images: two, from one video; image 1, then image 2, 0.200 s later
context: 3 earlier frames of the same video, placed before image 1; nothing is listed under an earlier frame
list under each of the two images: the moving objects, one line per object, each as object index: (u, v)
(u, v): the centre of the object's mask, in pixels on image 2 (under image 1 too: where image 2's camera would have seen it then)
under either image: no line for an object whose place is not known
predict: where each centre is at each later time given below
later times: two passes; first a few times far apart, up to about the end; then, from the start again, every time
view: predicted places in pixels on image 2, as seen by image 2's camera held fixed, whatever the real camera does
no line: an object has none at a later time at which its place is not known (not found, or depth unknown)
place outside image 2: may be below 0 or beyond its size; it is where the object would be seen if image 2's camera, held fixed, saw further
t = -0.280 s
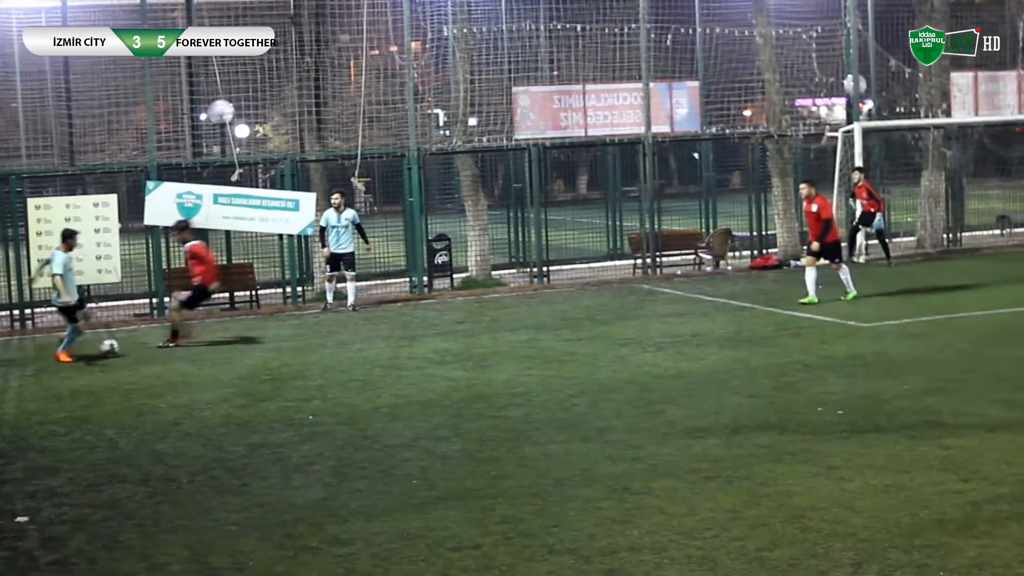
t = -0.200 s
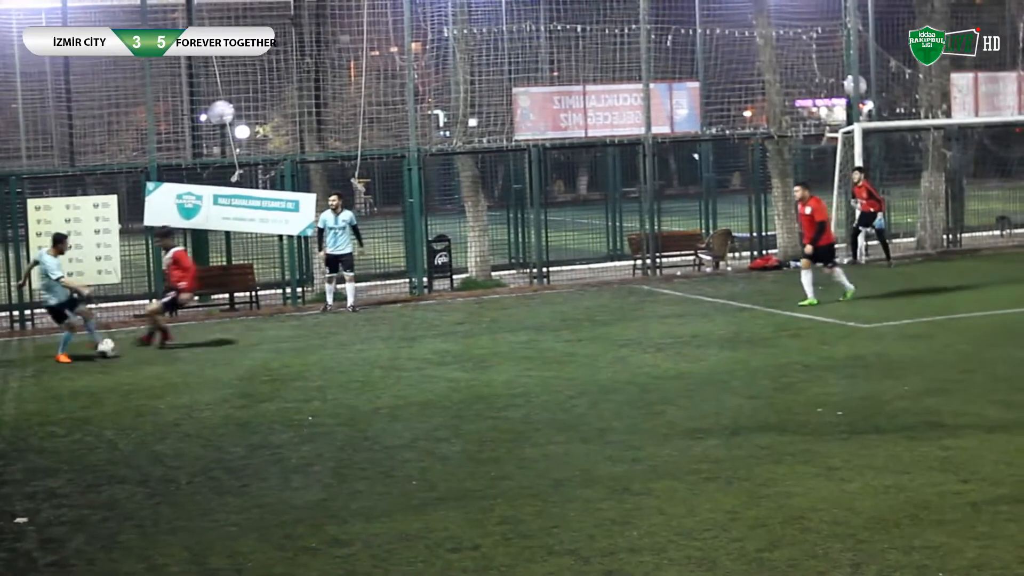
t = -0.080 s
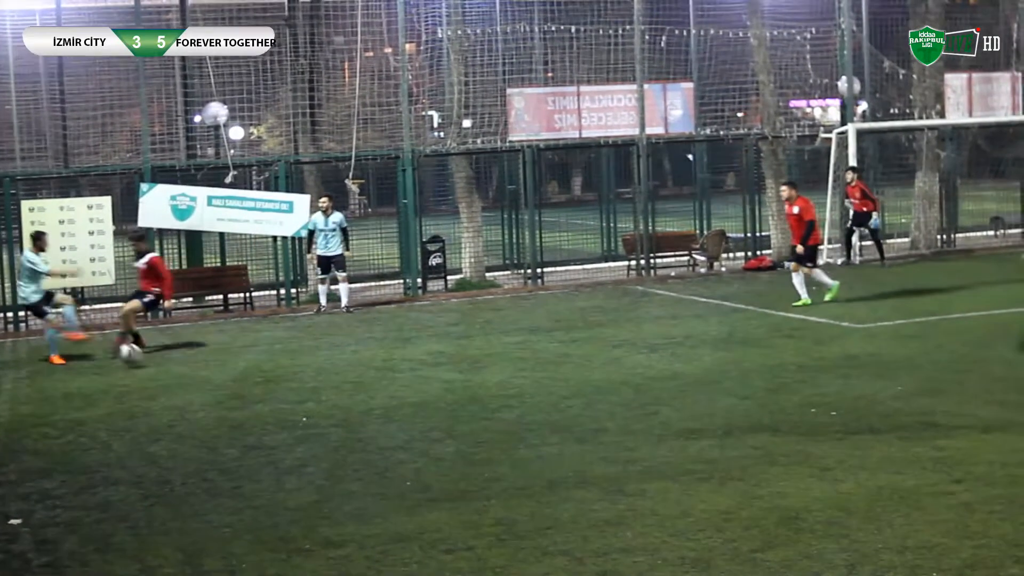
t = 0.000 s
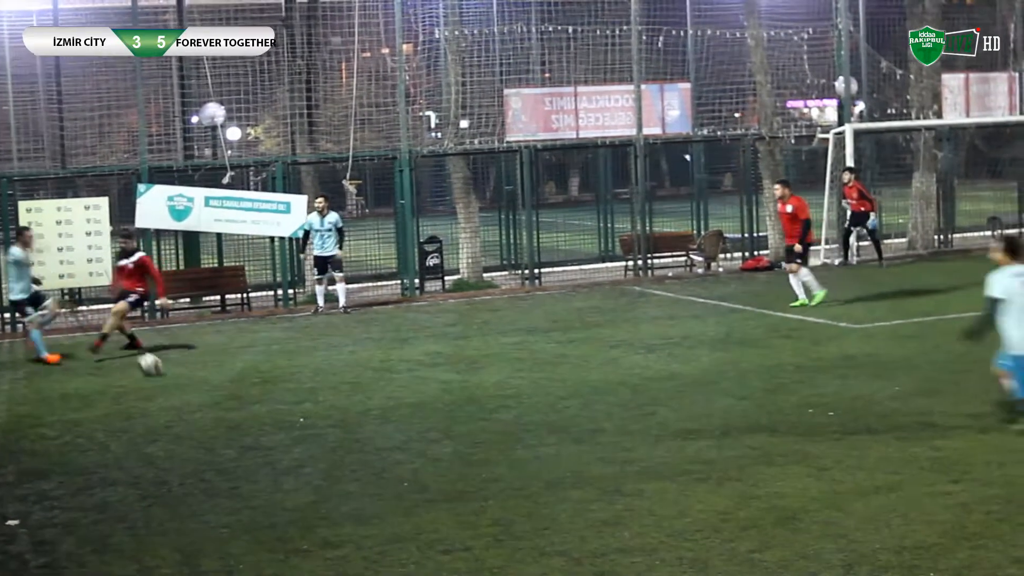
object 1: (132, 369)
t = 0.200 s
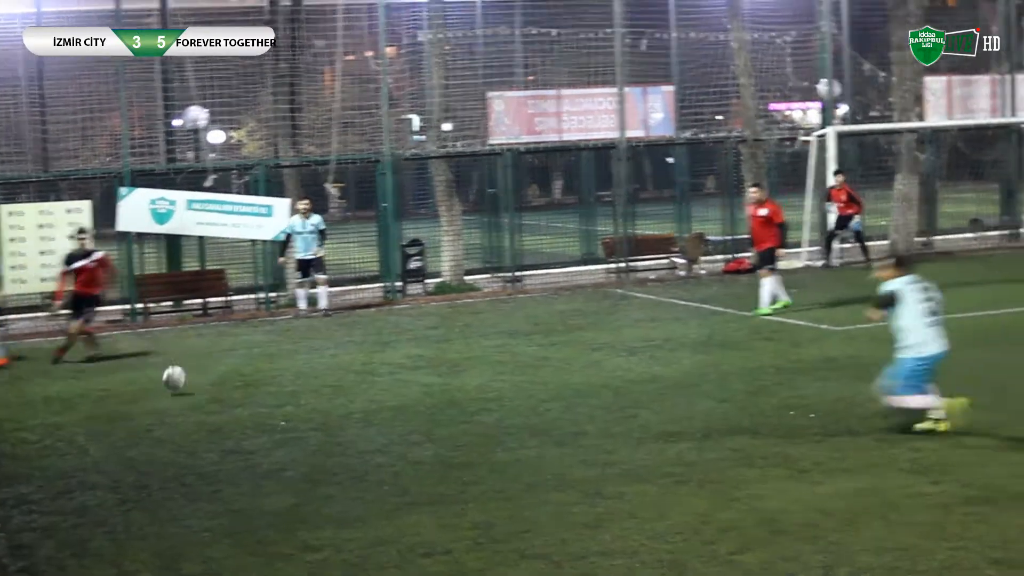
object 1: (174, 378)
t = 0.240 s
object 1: (184, 385)
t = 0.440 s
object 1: (223, 398)
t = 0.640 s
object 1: (266, 413)
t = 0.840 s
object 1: (311, 430)
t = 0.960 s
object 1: (341, 441)
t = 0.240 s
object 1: (184, 385)
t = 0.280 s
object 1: (192, 387)
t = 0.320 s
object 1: (199, 387)
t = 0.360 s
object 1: (206, 388)
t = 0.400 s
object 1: (214, 392)
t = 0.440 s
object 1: (223, 398)
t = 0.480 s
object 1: (230, 403)
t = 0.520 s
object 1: (238, 402)
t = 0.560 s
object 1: (247, 403)
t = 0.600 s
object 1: (255, 407)
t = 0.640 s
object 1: (266, 413)
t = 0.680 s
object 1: (274, 417)
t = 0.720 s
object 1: (282, 419)
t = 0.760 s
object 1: (292, 423)
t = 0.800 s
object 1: (302, 427)
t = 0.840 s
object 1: (311, 430)
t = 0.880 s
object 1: (320, 432)
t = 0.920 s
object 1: (331, 437)
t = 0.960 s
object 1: (341, 441)
